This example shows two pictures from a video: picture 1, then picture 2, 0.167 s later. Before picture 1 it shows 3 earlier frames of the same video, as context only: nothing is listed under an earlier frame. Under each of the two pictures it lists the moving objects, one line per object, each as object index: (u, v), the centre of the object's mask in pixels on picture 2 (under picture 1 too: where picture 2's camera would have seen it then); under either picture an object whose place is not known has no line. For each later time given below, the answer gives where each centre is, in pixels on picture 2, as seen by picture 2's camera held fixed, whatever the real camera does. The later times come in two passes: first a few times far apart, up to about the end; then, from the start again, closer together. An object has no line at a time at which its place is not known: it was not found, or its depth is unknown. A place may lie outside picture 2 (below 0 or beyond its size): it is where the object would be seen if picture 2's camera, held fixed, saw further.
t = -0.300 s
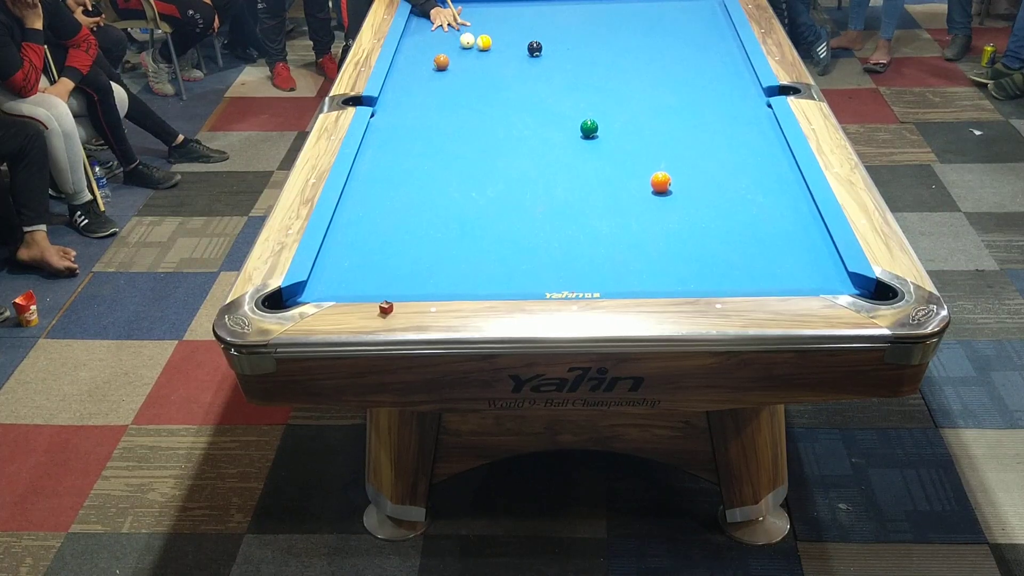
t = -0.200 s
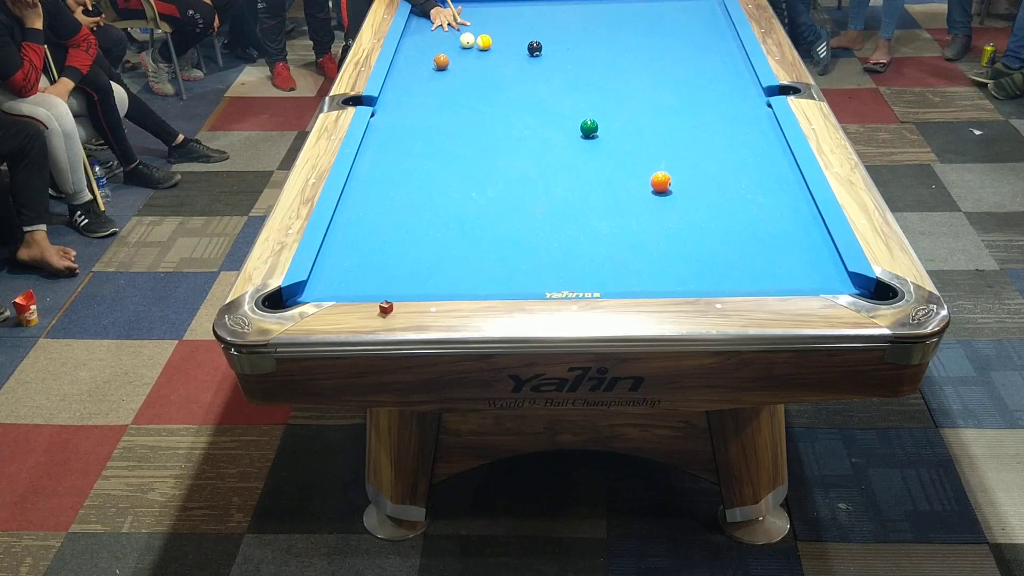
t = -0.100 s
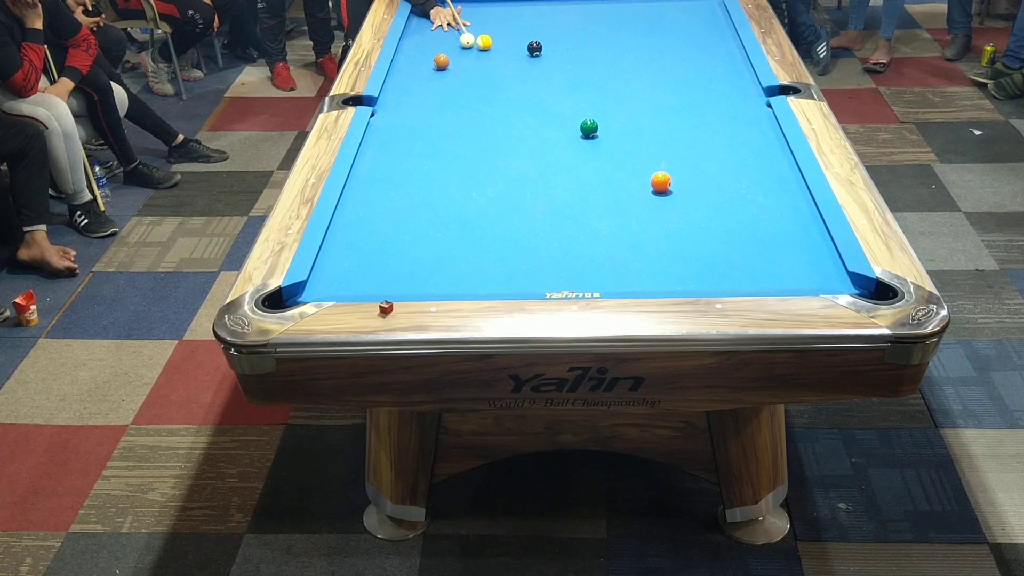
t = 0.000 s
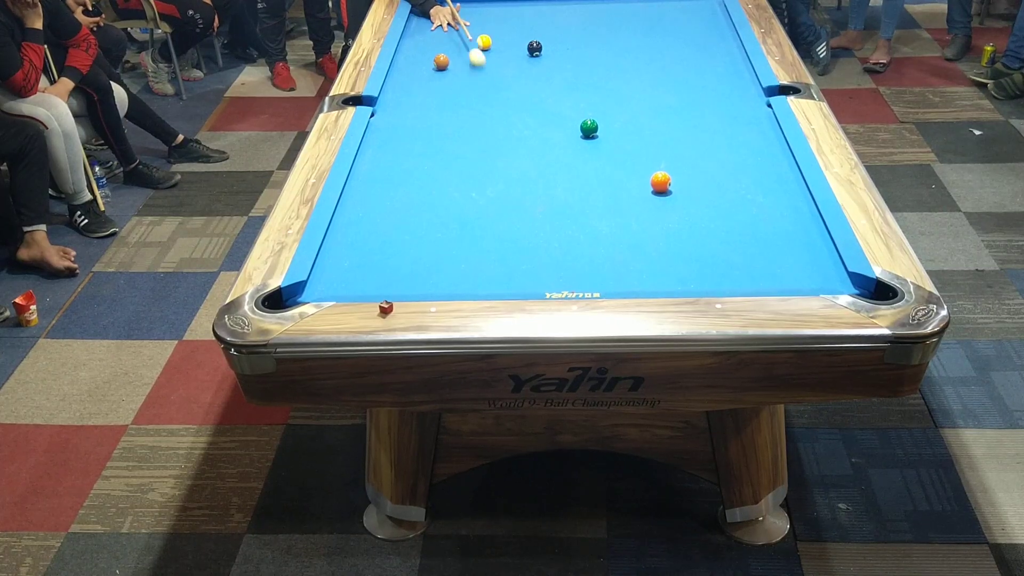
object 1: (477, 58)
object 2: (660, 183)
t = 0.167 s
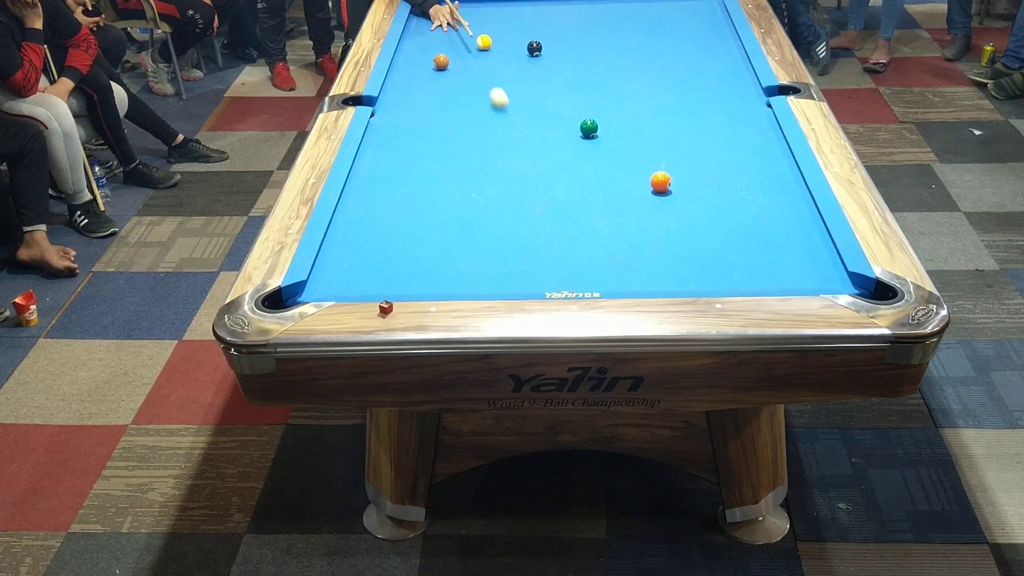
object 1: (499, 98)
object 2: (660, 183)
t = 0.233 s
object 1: (509, 116)
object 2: (660, 183)
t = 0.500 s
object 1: (558, 205)
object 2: (660, 183)
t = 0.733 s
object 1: (611, 270)
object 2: (660, 183)
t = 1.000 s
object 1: (647, 202)
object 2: (661, 182)
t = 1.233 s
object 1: (652, 185)
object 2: (680, 157)
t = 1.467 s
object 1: (653, 173)
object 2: (700, 133)
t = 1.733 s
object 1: (654, 162)
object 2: (721, 109)
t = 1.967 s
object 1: (655, 153)
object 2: (737, 90)
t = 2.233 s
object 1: (656, 145)
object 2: (742, 72)
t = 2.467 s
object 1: (657, 138)
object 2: (727, 61)
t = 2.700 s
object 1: (658, 132)
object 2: (713, 51)
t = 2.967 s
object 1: (658, 126)
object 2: (699, 40)
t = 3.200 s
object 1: (658, 122)
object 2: (688, 31)
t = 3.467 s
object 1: (657, 118)
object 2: (676, 23)
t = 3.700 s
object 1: (656, 115)
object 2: (667, 16)
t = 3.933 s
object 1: (655, 112)
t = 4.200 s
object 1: (654, 111)
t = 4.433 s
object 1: (654, 110)
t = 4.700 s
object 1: (653, 108)
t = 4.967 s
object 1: (657, 107)
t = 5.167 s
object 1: (655, 109)
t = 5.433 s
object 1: (655, 109)
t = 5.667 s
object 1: (655, 109)
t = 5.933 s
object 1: (655, 109)
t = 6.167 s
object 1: (656, 109)
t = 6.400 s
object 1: (657, 105)
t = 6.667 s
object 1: (655, 109)
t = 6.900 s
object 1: (655, 109)
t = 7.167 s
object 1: (655, 109)
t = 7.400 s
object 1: (655, 109)
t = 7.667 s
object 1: (655, 109)
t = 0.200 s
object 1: (504, 107)
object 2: (660, 183)
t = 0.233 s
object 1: (509, 116)
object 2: (660, 183)
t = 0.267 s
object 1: (514, 126)
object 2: (660, 183)
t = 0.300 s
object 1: (519, 135)
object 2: (660, 183)
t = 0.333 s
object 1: (525, 146)
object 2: (660, 183)
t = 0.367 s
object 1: (531, 157)
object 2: (660, 183)
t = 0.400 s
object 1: (537, 168)
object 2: (660, 183)
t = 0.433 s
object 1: (544, 180)
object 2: (660, 183)
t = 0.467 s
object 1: (550, 192)
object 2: (660, 183)
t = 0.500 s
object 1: (558, 205)
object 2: (660, 183)
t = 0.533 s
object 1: (565, 219)
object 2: (660, 183)
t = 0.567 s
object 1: (573, 233)
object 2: (660, 183)
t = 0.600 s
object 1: (581, 248)
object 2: (660, 183)
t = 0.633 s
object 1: (589, 264)
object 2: (660, 183)
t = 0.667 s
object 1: (598, 278)
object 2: (660, 183)
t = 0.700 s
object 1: (607, 279)
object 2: (660, 183)
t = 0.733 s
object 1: (611, 270)
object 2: (660, 183)
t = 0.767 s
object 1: (616, 259)
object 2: (660, 183)
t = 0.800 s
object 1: (621, 249)
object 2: (660, 183)
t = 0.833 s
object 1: (626, 240)
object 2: (660, 183)
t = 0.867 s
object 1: (630, 231)
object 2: (660, 183)
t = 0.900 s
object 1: (635, 223)
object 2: (660, 183)
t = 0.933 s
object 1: (639, 216)
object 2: (660, 183)
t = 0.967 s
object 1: (643, 209)
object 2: (660, 183)
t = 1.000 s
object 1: (647, 202)
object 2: (661, 182)
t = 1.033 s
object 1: (651, 195)
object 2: (662, 181)
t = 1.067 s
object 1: (654, 190)
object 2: (663, 178)
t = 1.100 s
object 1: (653, 190)
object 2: (666, 175)
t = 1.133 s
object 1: (652, 189)
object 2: (670, 170)
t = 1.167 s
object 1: (652, 188)
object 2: (674, 166)
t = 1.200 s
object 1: (652, 186)
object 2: (677, 161)
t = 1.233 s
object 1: (652, 185)
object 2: (680, 157)
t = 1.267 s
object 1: (652, 183)
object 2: (683, 154)
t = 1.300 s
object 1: (652, 181)
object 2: (686, 150)
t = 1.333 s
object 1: (652, 179)
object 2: (689, 147)
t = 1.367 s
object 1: (653, 178)
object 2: (692, 143)
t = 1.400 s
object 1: (653, 176)
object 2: (695, 140)
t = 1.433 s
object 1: (653, 175)
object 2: (698, 136)
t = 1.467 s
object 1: (653, 173)
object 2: (700, 133)
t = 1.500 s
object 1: (653, 172)
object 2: (703, 130)
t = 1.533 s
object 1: (653, 170)
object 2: (706, 127)
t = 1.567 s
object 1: (653, 169)
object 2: (709, 123)
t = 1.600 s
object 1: (654, 167)
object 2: (711, 121)
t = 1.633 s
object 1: (654, 166)
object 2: (714, 118)
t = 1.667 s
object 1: (654, 165)
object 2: (716, 115)
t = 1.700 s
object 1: (654, 163)
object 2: (718, 112)
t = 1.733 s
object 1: (654, 162)
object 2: (721, 109)
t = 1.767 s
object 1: (654, 161)
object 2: (724, 106)
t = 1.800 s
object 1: (655, 159)
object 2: (726, 103)
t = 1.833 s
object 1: (655, 158)
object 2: (728, 100)
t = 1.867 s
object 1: (655, 157)
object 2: (731, 98)
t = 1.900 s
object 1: (655, 156)
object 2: (733, 95)
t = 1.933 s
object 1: (655, 154)
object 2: (735, 92)
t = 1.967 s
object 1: (655, 153)
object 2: (737, 90)
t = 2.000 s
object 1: (655, 152)
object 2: (739, 87)
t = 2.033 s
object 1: (656, 151)
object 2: (742, 85)
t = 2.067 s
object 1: (656, 150)
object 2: (744, 82)
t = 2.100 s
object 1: (656, 149)
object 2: (746, 80)
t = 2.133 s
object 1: (656, 148)
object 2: (748, 77)
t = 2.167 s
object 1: (656, 147)
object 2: (747, 75)
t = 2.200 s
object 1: (656, 146)
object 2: (744, 74)
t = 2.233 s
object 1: (656, 145)
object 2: (742, 72)
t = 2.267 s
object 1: (656, 144)
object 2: (740, 70)
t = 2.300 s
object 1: (656, 143)
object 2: (738, 69)
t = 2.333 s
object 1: (657, 142)
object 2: (736, 67)
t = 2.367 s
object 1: (657, 141)
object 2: (733, 65)
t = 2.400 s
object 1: (657, 140)
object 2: (731, 64)
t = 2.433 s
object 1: (657, 139)
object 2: (729, 62)
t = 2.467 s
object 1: (657, 138)
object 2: (727, 61)
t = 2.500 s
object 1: (657, 137)
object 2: (725, 59)
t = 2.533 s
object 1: (658, 136)
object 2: (723, 58)
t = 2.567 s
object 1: (658, 135)
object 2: (721, 56)
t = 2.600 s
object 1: (658, 134)
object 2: (719, 55)
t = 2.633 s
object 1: (658, 134)
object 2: (717, 53)
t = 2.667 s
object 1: (658, 133)
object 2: (715, 52)
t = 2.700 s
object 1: (658, 132)
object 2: (713, 51)
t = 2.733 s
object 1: (658, 131)
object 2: (711, 49)
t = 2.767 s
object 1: (658, 130)
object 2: (710, 48)
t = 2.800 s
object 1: (658, 130)
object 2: (708, 46)
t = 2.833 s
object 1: (658, 129)
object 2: (706, 45)
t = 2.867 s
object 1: (658, 128)
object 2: (704, 44)
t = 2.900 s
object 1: (658, 128)
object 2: (703, 43)
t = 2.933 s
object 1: (658, 127)
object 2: (701, 41)
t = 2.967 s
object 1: (658, 126)
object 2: (699, 40)
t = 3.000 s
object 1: (658, 125)
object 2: (697, 39)
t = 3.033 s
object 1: (658, 125)
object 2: (696, 37)
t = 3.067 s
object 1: (658, 124)
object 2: (694, 36)
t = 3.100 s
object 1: (658, 124)
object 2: (693, 35)
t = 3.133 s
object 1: (658, 123)
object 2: (691, 34)
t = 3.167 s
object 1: (658, 122)
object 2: (689, 33)
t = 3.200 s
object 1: (658, 122)
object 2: (688, 31)
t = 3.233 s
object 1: (658, 121)
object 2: (686, 30)
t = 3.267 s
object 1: (657, 121)
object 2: (685, 29)
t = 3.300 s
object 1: (657, 120)
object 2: (683, 28)
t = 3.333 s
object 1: (657, 120)
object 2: (682, 27)
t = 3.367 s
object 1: (657, 119)
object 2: (680, 26)
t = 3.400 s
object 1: (657, 119)
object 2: (679, 25)
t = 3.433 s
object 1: (657, 118)
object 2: (677, 24)
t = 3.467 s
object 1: (657, 118)
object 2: (676, 23)
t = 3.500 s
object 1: (657, 117)
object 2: (675, 22)
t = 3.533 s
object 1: (657, 117)
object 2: (673, 21)
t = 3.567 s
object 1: (657, 116)
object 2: (672, 20)
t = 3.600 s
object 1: (657, 116)
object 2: (671, 19)
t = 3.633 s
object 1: (656, 116)
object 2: (669, 18)
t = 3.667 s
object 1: (656, 115)
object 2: (668, 17)
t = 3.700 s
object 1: (656, 115)
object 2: (667, 16)
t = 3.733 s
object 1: (656, 115)
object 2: (665, 15)
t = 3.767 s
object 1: (656, 114)
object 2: (664, 14)
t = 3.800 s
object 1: (656, 114)
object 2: (663, 13)
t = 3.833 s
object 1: (656, 113)
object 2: (662, 12)
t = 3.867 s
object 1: (656, 113)
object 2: (660, 11)
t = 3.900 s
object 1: (655, 113)
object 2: (659, 10)
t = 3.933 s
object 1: (655, 112)
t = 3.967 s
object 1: (655, 112)
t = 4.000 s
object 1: (655, 112)
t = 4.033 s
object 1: (655, 112)
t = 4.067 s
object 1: (655, 112)
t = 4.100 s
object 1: (655, 111)
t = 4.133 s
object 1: (654, 111)
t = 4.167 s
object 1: (654, 111)
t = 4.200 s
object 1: (654, 111)
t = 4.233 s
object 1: (654, 111)
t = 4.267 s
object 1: (654, 110)
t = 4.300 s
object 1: (654, 110)
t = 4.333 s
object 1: (654, 110)
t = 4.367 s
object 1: (654, 110)
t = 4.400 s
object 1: (654, 110)
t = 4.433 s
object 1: (654, 110)
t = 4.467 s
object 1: (654, 109)
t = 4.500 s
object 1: (654, 109)
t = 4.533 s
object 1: (654, 109)
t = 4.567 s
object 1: (654, 109)
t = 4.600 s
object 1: (654, 109)
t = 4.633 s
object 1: (655, 109)
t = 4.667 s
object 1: (655, 109)
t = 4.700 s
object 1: (653, 108)
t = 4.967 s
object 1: (657, 107)
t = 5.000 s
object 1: (655, 109)
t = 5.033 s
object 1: (655, 109)
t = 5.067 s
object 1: (655, 109)
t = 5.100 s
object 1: (655, 109)
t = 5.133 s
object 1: (655, 109)
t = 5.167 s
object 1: (655, 109)
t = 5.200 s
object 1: (655, 109)
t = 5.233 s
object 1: (655, 109)
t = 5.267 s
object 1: (655, 109)
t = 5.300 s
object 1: (655, 109)
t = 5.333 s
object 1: (655, 109)
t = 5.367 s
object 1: (655, 109)
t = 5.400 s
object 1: (655, 109)
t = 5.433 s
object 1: (655, 109)
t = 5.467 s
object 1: (655, 109)
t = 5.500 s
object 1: (655, 109)
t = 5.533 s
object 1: (655, 109)
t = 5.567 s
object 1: (655, 109)
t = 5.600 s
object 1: (655, 109)
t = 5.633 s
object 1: (655, 109)
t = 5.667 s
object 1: (655, 109)
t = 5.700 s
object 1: (655, 109)
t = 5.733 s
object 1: (655, 109)
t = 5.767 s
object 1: (655, 109)
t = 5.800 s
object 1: (655, 109)
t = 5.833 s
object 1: (655, 109)
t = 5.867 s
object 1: (655, 109)
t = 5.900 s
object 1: (655, 109)
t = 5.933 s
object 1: (655, 109)
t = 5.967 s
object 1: (655, 109)
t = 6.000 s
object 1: (655, 109)
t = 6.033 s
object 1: (655, 109)
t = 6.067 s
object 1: (655, 109)
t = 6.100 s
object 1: (655, 109)
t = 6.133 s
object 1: (655, 109)
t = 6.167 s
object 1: (656, 109)
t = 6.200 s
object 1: (656, 108)
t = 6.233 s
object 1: (656, 106)
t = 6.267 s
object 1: (656, 105)
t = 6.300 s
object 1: (656, 105)
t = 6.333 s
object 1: (656, 105)
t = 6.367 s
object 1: (657, 105)
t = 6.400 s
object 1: (657, 105)
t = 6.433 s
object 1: (656, 105)
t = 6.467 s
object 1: (656, 105)
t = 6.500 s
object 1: (656, 105)
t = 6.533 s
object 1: (656, 106)
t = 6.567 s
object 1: (656, 107)
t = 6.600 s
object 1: (656, 108)
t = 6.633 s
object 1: (655, 109)
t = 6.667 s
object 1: (655, 109)
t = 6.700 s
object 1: (655, 109)
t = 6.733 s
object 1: (655, 109)
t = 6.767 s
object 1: (655, 109)
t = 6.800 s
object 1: (655, 109)
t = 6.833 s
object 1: (655, 109)
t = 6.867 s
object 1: (655, 109)
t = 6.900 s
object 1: (655, 109)
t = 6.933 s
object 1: (655, 109)
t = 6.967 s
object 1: (655, 109)
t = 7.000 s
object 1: (655, 109)
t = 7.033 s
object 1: (655, 109)
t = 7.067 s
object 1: (655, 109)
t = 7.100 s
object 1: (655, 109)
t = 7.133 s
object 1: (655, 109)
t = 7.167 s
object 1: (655, 109)
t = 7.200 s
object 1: (655, 109)
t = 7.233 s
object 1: (655, 109)
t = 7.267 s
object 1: (655, 109)
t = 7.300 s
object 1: (655, 109)
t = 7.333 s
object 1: (655, 109)
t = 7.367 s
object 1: (655, 109)
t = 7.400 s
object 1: (655, 109)
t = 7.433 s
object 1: (655, 109)
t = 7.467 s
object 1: (655, 109)
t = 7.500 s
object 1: (655, 109)
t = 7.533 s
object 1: (655, 109)
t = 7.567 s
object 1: (655, 109)
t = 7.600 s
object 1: (655, 109)
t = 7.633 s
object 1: (655, 109)
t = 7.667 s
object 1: (655, 109)
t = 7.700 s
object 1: (655, 110)
